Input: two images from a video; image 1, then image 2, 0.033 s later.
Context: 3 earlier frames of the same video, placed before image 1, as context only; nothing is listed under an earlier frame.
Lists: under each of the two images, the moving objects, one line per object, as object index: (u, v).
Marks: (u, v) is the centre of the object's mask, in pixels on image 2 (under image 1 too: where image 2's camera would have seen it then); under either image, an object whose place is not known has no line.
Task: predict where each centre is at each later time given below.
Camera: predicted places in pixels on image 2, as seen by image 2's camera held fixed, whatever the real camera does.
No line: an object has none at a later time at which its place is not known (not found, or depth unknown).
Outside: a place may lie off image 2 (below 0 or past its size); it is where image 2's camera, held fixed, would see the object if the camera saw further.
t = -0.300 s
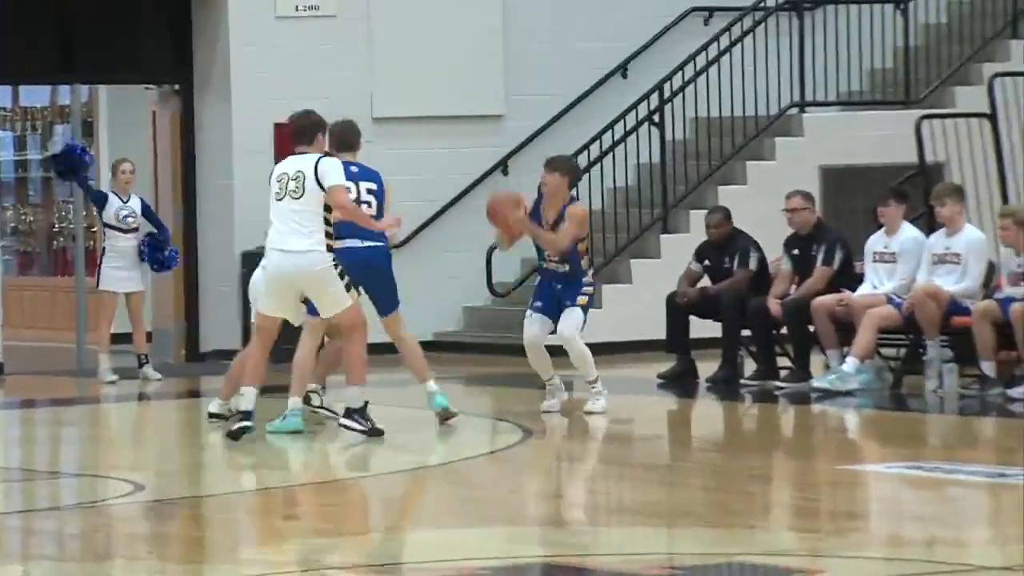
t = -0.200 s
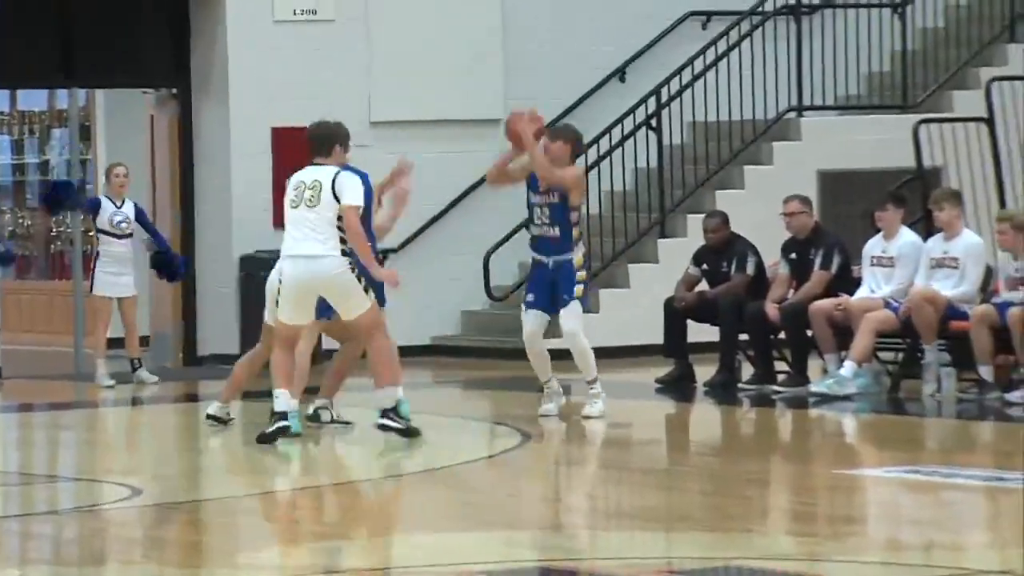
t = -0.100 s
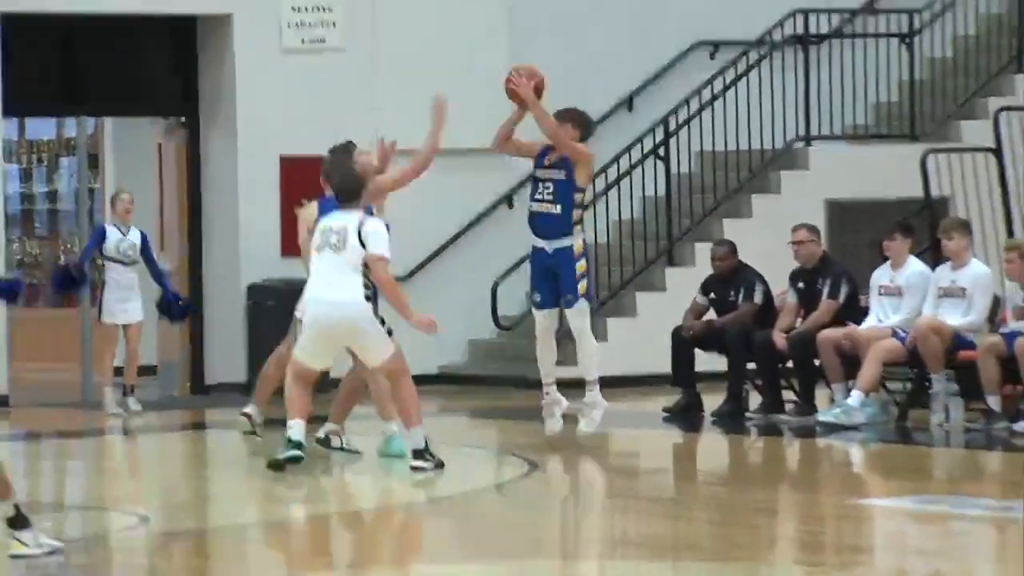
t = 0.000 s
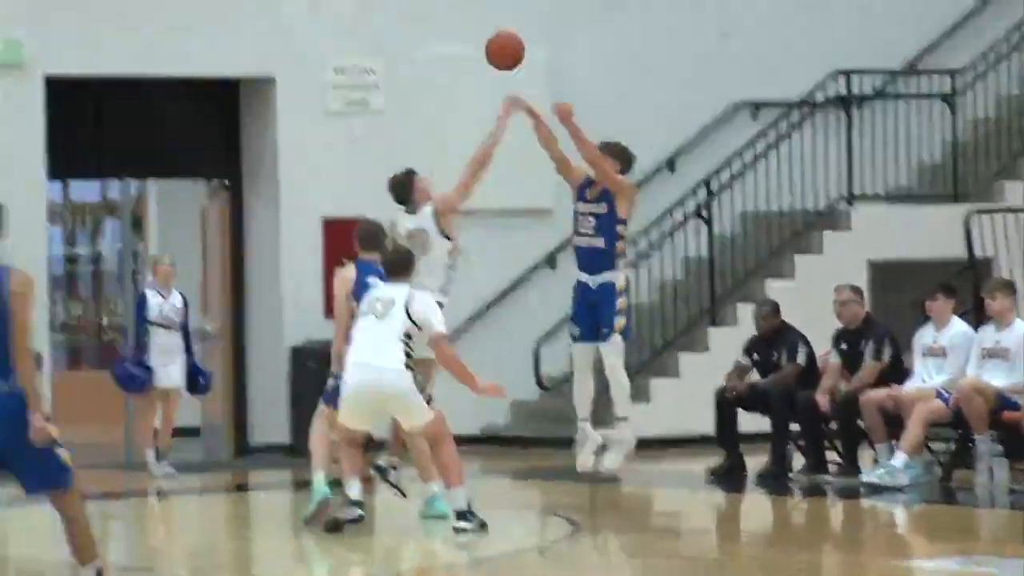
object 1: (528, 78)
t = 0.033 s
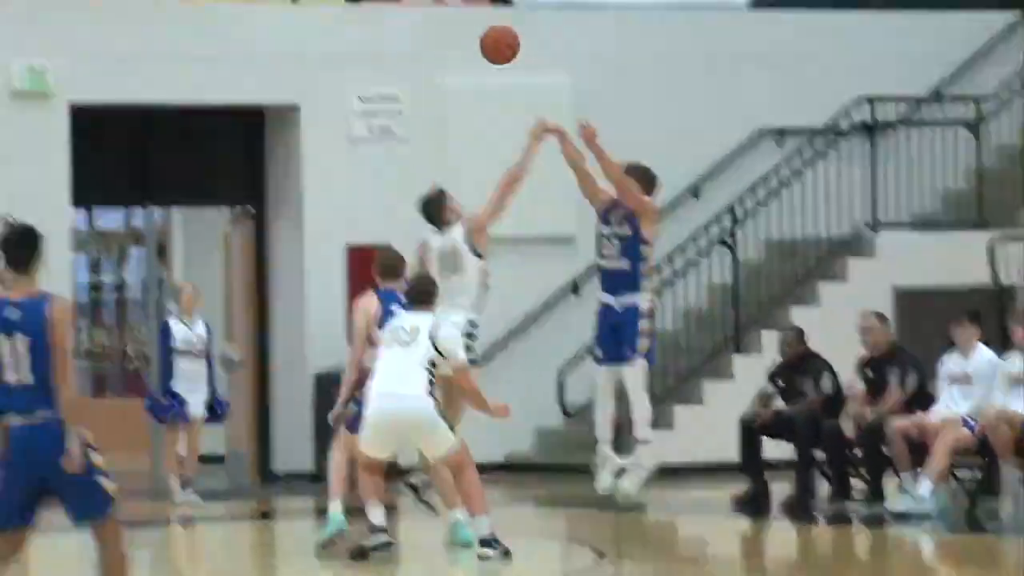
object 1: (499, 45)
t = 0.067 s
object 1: (471, 13)
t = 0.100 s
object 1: (443, -18)
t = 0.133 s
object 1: (414, -46)
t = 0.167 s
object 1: (385, -75)
